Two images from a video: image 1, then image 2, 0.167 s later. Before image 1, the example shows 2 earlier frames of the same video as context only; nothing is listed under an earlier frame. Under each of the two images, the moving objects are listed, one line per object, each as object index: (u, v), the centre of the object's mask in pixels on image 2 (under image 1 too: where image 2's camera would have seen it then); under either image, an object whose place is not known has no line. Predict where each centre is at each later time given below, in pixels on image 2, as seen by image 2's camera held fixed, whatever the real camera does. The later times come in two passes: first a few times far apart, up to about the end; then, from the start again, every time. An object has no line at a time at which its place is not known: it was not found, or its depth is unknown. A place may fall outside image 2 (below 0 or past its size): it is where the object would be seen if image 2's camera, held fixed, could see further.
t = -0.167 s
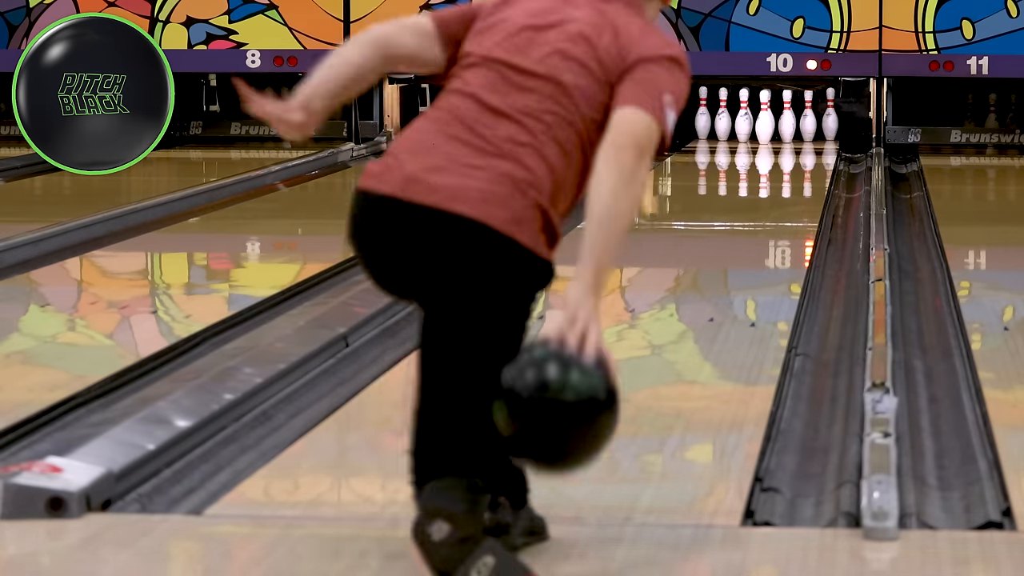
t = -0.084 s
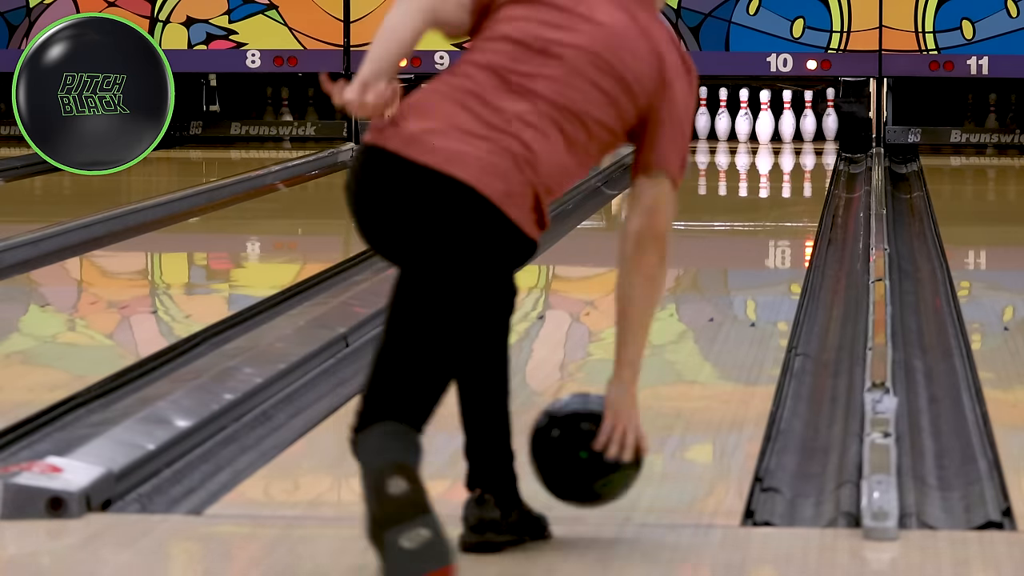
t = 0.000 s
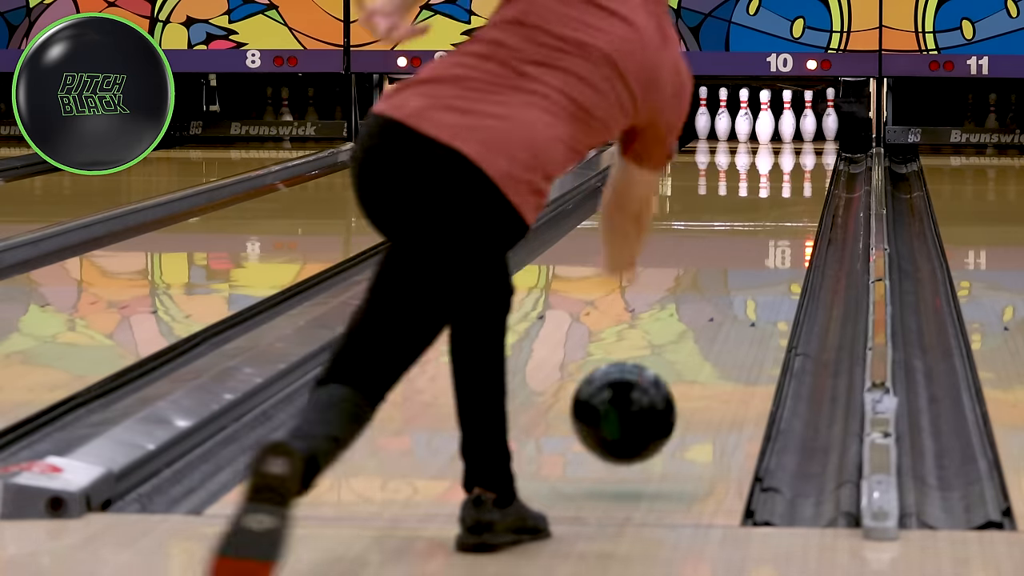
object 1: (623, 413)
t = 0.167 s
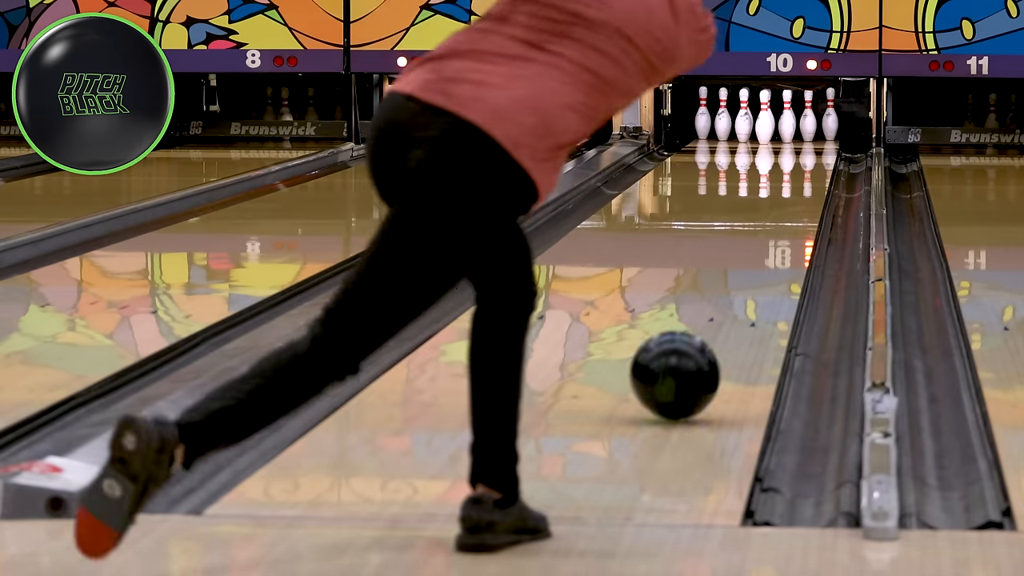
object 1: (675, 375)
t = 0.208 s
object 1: (685, 364)
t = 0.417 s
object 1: (727, 308)
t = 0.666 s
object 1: (762, 261)
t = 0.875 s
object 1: (781, 232)
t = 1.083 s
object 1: (794, 208)
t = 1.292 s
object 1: (801, 190)
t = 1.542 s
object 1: (804, 172)
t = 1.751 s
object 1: (802, 159)
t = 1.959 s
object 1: (795, 148)
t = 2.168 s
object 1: (784, 140)
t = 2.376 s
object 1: (771, 133)
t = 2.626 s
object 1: (760, 127)
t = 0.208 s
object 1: (685, 364)
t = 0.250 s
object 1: (695, 351)
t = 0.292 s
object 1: (704, 340)
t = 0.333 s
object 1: (712, 329)
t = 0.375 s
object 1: (720, 319)
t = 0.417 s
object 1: (727, 308)
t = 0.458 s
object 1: (734, 299)
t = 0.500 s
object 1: (740, 291)
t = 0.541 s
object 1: (746, 282)
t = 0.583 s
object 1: (753, 280)
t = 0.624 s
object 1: (757, 267)
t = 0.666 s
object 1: (762, 261)
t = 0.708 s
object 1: (766, 255)
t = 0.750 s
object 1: (770, 248)
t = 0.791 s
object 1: (774, 243)
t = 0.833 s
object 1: (778, 237)
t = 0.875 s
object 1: (781, 232)
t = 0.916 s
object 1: (784, 227)
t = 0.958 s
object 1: (787, 222)
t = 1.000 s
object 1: (789, 217)
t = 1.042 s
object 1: (792, 213)
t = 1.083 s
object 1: (794, 208)
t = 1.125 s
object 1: (796, 204)
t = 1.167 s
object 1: (797, 200)
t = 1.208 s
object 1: (799, 197)
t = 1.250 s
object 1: (800, 193)
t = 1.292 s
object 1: (801, 190)
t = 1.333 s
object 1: (802, 186)
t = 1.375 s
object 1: (803, 183)
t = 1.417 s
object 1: (804, 180)
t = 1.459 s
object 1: (804, 177)
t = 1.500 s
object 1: (804, 174)
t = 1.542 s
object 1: (804, 172)
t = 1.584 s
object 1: (804, 169)
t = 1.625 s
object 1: (804, 167)
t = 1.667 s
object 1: (803, 164)
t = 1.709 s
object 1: (803, 162)
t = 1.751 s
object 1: (802, 159)
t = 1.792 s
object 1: (801, 157)
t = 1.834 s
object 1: (800, 155)
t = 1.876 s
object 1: (798, 153)
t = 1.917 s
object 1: (797, 150)
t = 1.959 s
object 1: (795, 148)
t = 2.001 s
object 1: (794, 146)
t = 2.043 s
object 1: (791, 144)
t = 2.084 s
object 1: (789, 143)
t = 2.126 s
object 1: (787, 142)
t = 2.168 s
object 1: (784, 140)
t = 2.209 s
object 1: (782, 138)
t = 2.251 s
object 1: (780, 137)
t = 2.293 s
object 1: (777, 135)
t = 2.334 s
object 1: (774, 134)
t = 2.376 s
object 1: (771, 133)
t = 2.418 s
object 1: (768, 131)
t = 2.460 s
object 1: (764, 130)
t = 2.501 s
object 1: (761, 129)
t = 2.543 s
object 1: (758, 127)
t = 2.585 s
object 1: (760, 127)
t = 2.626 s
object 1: (760, 127)
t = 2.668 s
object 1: (760, 126)
